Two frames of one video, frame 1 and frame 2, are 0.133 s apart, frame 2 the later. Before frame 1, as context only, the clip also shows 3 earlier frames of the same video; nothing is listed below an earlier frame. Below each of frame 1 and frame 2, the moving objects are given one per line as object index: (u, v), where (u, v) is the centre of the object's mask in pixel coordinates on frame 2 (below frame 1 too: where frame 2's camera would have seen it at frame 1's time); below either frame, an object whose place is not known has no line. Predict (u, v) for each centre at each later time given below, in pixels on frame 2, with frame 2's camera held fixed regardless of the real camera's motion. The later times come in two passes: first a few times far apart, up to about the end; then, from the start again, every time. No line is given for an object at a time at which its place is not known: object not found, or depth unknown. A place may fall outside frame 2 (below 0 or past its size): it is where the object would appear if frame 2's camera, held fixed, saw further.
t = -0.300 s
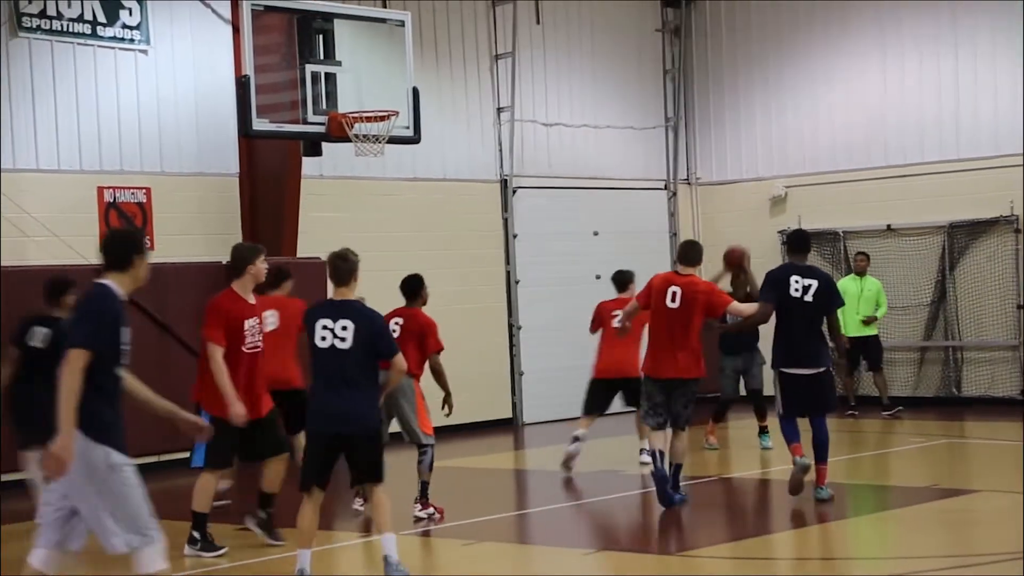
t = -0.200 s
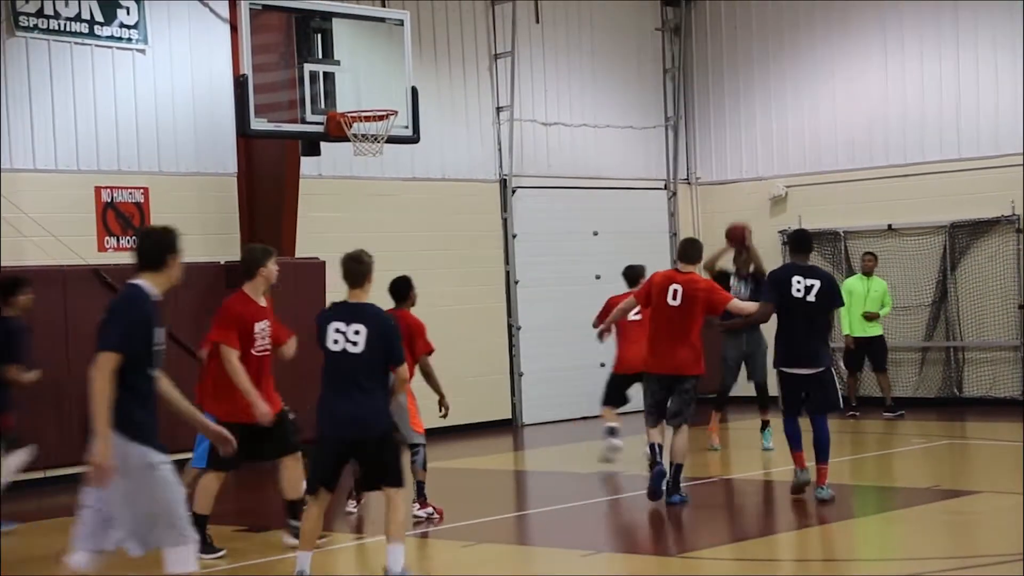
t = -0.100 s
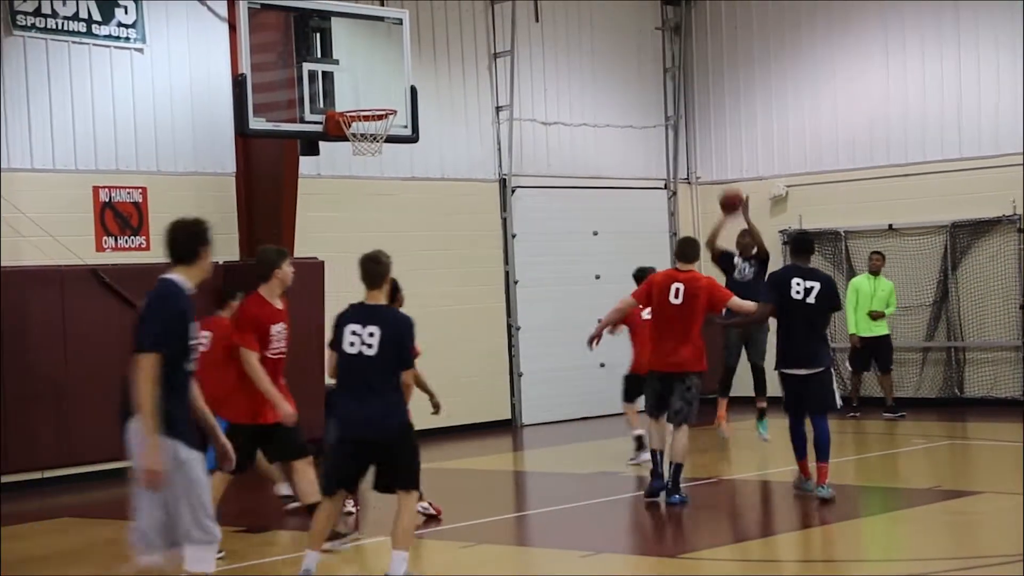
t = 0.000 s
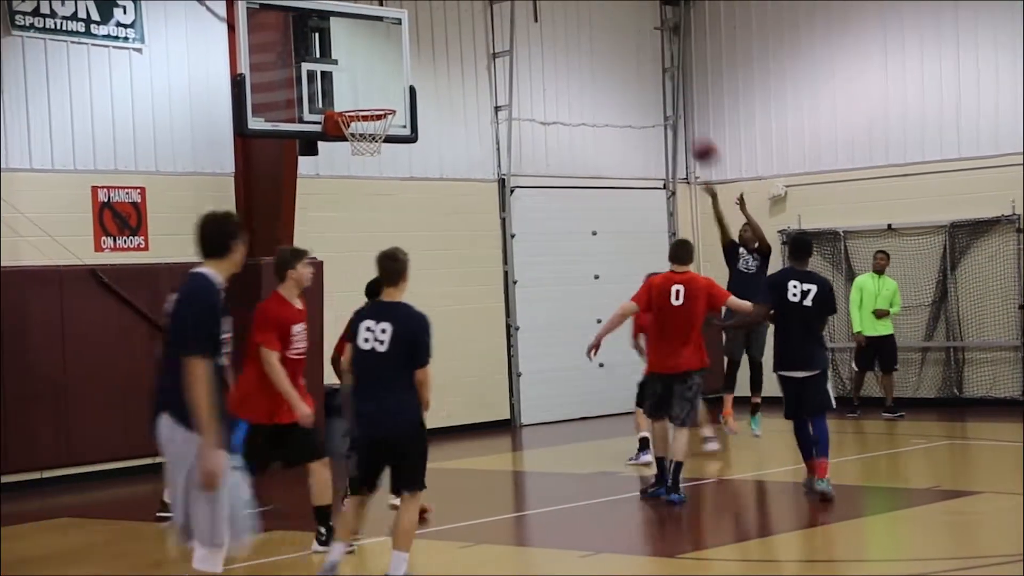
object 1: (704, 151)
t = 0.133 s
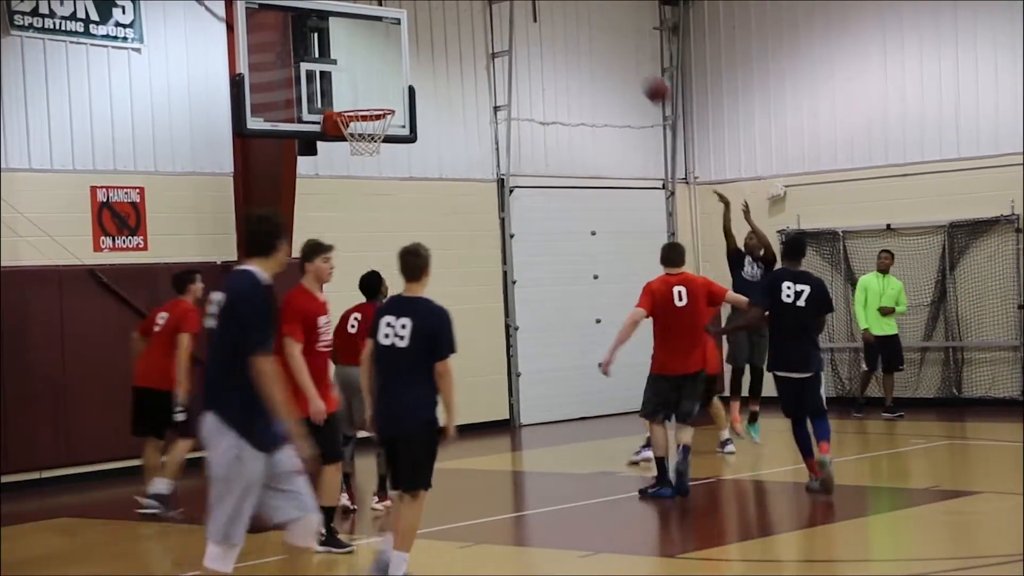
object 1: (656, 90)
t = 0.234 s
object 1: (622, 55)
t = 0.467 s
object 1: (541, 13)
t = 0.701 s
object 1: (455, 31)
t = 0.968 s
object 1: (351, 134)
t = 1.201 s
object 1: (359, 128)
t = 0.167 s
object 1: (645, 77)
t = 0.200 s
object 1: (634, 66)
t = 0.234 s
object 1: (622, 55)
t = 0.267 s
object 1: (610, 46)
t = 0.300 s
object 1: (599, 37)
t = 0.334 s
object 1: (587, 30)
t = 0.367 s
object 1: (576, 24)
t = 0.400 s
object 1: (564, 19)
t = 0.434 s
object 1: (552, 14)
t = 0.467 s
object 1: (541, 13)
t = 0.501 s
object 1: (529, 12)
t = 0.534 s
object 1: (516, 11)
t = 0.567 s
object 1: (505, 12)
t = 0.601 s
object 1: (492, 15)
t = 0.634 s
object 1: (479, 19)
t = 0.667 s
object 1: (467, 24)
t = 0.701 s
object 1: (455, 31)
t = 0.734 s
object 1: (443, 39)
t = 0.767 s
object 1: (431, 47)
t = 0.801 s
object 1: (419, 58)
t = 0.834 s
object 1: (406, 70)
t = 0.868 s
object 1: (394, 83)
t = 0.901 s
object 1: (380, 98)
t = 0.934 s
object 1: (367, 117)
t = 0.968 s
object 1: (351, 134)
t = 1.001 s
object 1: (347, 137)
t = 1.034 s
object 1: (348, 136)
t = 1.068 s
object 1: (352, 130)
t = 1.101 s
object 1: (353, 128)
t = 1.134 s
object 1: (354, 128)
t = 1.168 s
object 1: (355, 127)
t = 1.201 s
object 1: (359, 128)
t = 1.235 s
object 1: (363, 130)
